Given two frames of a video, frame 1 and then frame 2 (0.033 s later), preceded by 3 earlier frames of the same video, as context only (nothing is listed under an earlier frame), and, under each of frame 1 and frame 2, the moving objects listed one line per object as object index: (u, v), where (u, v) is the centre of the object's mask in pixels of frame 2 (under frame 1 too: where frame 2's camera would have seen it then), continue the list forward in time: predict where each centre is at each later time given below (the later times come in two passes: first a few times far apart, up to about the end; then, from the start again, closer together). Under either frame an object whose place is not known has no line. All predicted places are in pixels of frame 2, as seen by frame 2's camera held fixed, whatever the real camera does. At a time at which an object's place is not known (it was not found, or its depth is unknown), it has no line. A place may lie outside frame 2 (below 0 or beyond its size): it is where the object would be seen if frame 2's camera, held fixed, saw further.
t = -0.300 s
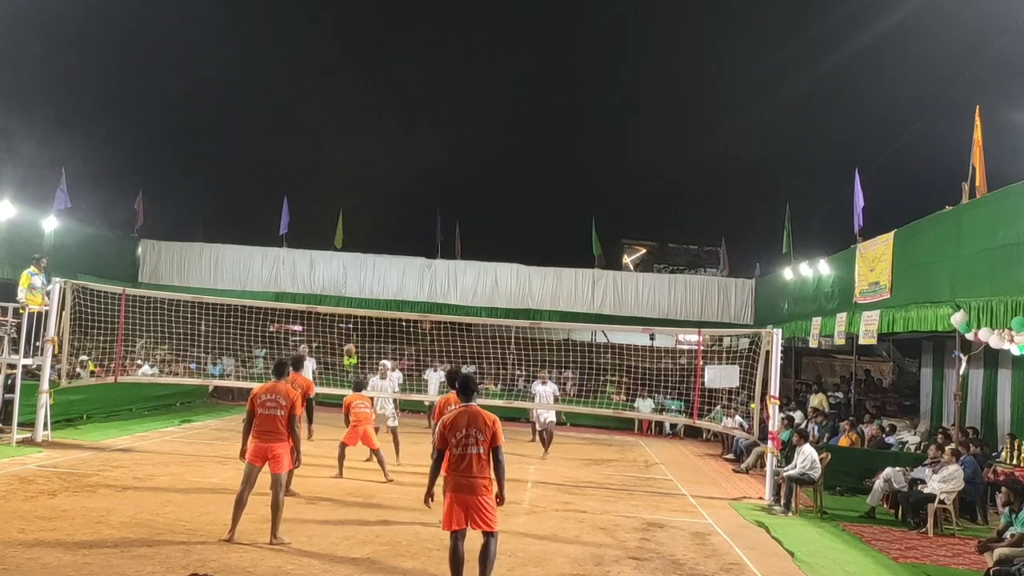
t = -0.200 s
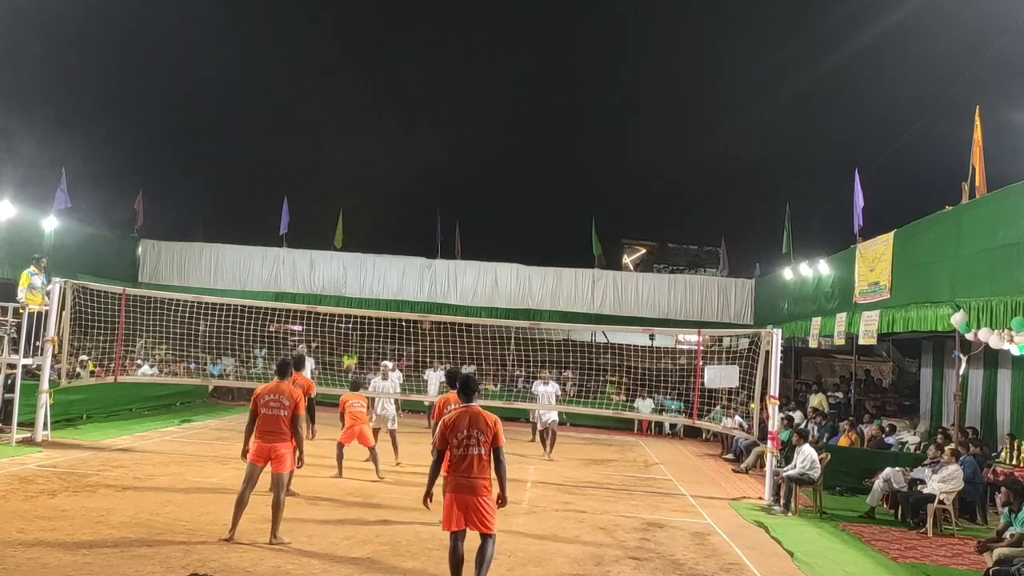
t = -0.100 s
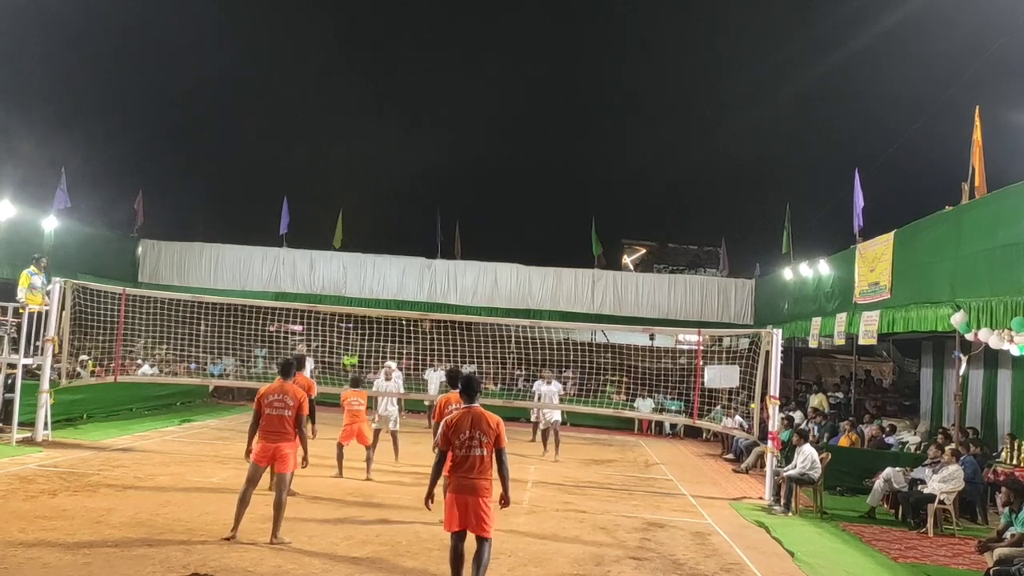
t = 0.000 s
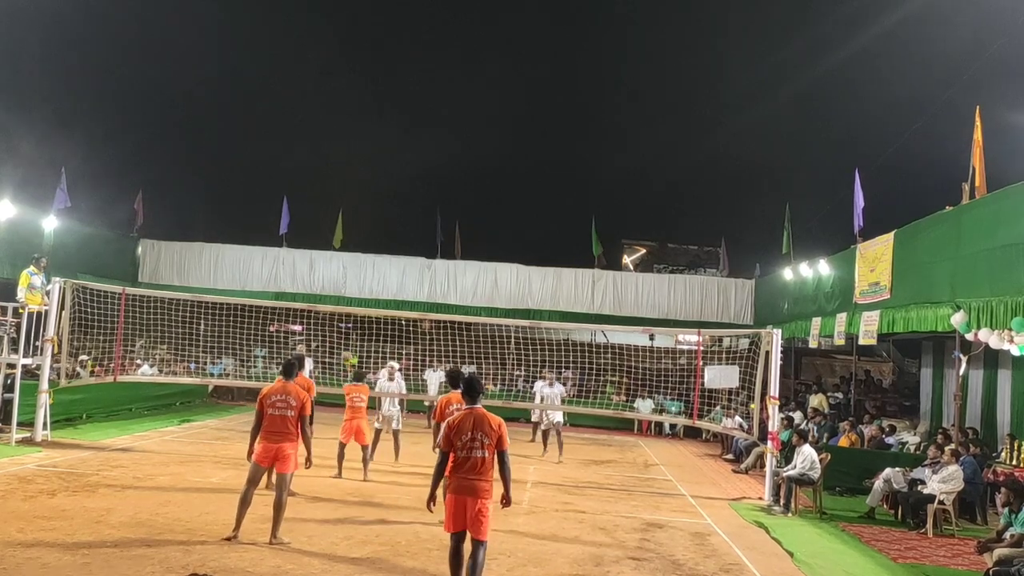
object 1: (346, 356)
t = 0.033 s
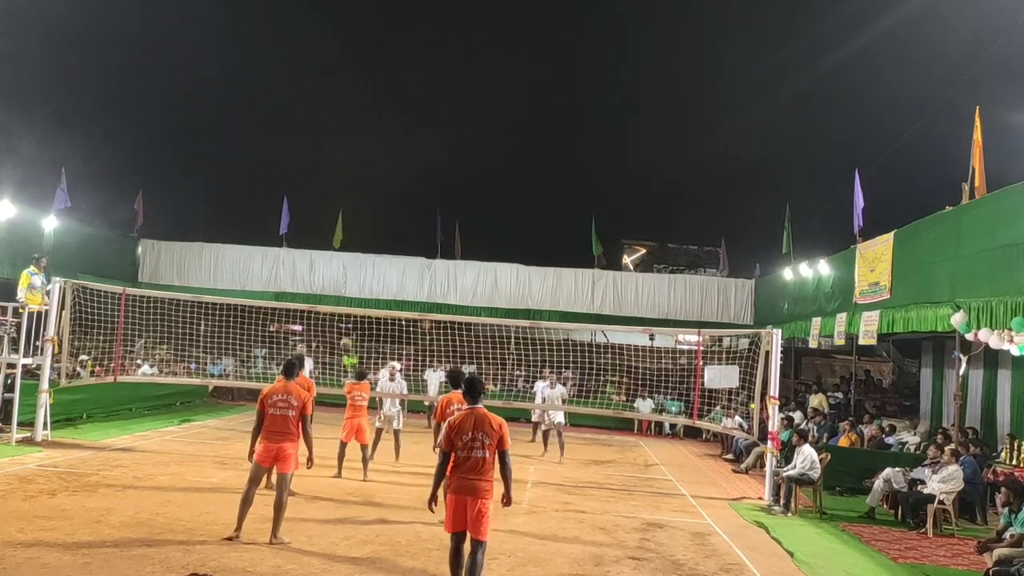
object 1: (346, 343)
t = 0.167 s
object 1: (342, 298)
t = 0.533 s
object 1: (330, 224)
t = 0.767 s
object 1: (321, 222)
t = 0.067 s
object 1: (345, 329)
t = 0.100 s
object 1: (344, 319)
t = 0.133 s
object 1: (343, 307)
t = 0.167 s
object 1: (342, 298)
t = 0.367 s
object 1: (336, 247)
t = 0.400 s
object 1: (335, 242)
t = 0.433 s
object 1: (334, 237)
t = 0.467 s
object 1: (333, 231)
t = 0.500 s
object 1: (331, 227)
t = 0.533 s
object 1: (330, 224)
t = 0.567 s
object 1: (329, 222)
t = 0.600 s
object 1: (328, 220)
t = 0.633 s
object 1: (327, 219)
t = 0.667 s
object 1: (326, 219)
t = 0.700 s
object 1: (324, 219)
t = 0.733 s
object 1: (323, 220)
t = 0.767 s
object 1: (321, 222)
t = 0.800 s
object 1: (320, 224)
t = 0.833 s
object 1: (318, 228)
